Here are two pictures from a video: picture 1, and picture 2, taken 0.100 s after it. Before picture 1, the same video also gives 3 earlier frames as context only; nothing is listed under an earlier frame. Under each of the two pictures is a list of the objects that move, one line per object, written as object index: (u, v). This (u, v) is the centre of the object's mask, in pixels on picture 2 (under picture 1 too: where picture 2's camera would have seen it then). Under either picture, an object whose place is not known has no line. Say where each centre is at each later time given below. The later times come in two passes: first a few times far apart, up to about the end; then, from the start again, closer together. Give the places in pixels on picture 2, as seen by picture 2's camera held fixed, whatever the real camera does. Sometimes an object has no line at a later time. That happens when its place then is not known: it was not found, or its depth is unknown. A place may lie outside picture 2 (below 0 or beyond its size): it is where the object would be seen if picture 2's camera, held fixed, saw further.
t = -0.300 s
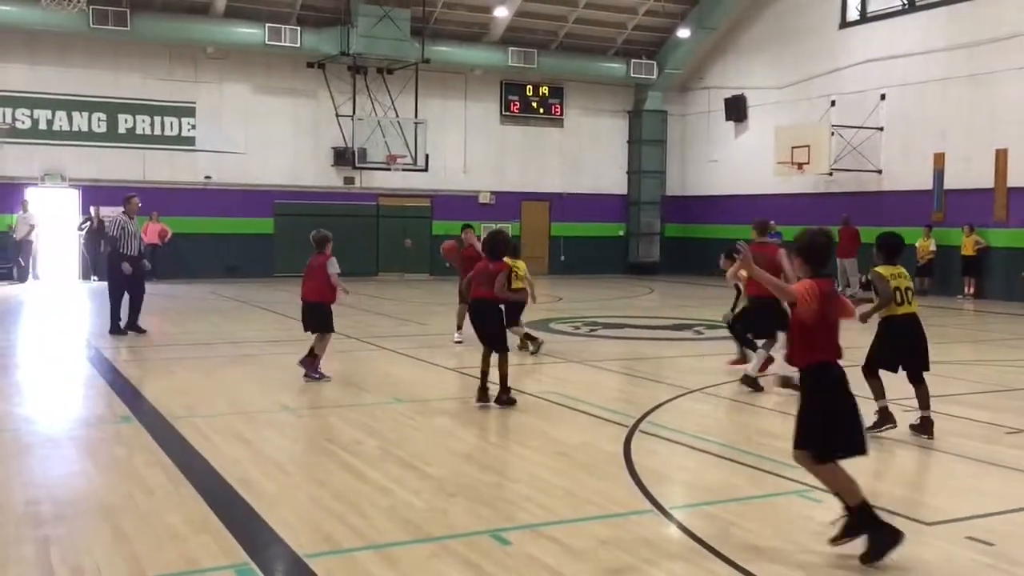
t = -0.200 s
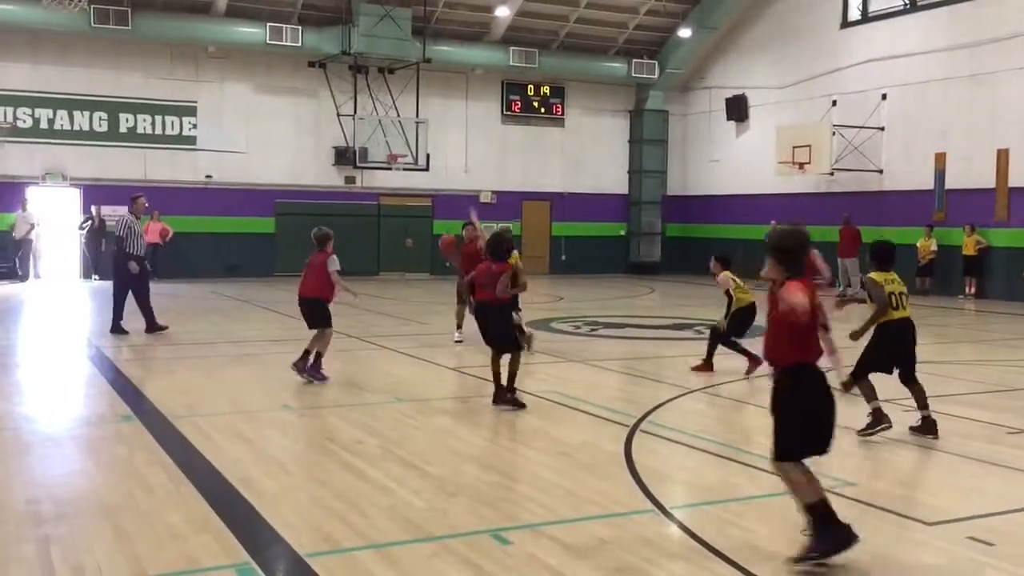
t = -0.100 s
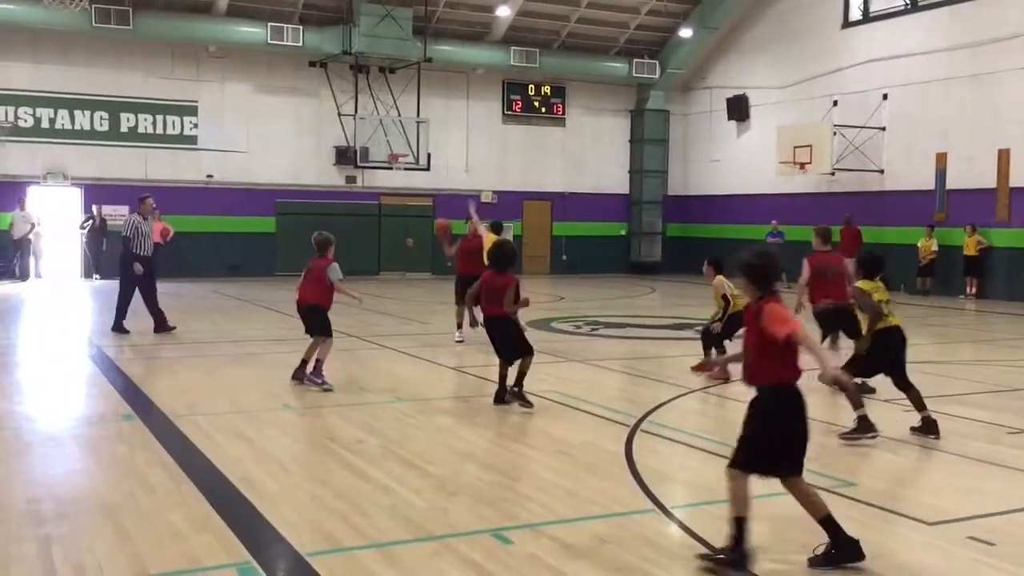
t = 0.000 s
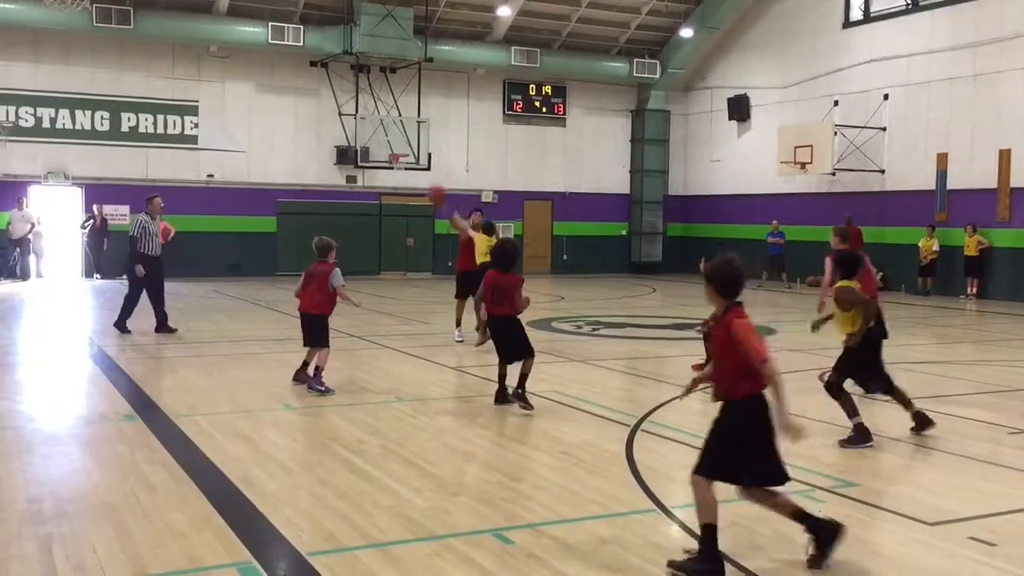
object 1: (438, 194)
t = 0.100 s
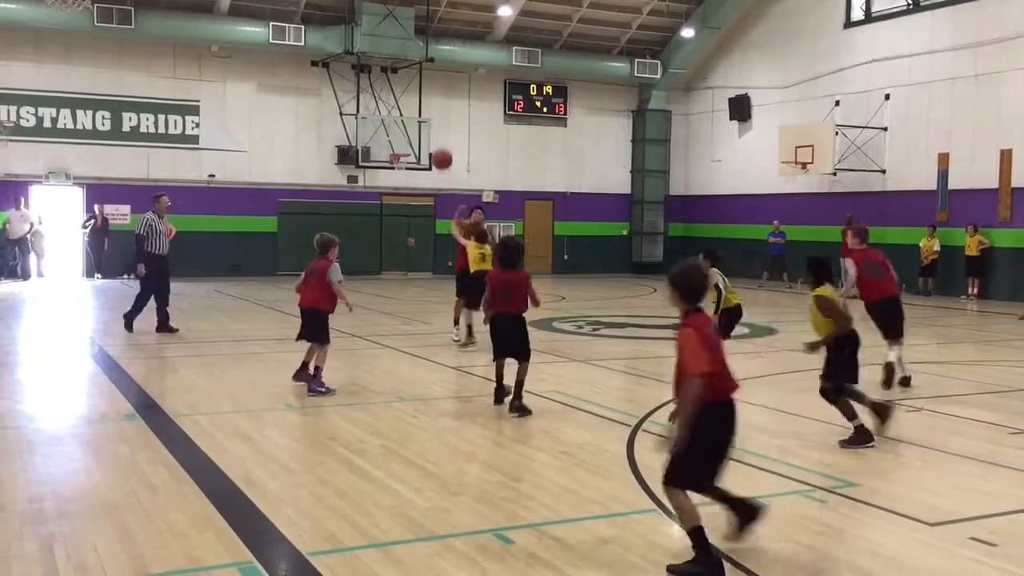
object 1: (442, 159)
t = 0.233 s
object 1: (448, 117)
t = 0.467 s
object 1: (461, 65)
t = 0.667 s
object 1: (471, 57)
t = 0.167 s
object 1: (445, 137)
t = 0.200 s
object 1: (447, 127)
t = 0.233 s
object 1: (448, 117)
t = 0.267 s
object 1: (450, 108)
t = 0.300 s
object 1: (452, 100)
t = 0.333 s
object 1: (454, 91)
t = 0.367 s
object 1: (455, 84)
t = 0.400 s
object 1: (457, 76)
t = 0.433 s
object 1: (458, 71)
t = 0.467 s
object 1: (461, 65)
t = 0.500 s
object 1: (462, 62)
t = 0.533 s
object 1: (464, 58)
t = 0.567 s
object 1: (466, 56)
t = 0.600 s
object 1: (467, 55)
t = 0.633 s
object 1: (469, 55)
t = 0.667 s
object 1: (471, 57)
